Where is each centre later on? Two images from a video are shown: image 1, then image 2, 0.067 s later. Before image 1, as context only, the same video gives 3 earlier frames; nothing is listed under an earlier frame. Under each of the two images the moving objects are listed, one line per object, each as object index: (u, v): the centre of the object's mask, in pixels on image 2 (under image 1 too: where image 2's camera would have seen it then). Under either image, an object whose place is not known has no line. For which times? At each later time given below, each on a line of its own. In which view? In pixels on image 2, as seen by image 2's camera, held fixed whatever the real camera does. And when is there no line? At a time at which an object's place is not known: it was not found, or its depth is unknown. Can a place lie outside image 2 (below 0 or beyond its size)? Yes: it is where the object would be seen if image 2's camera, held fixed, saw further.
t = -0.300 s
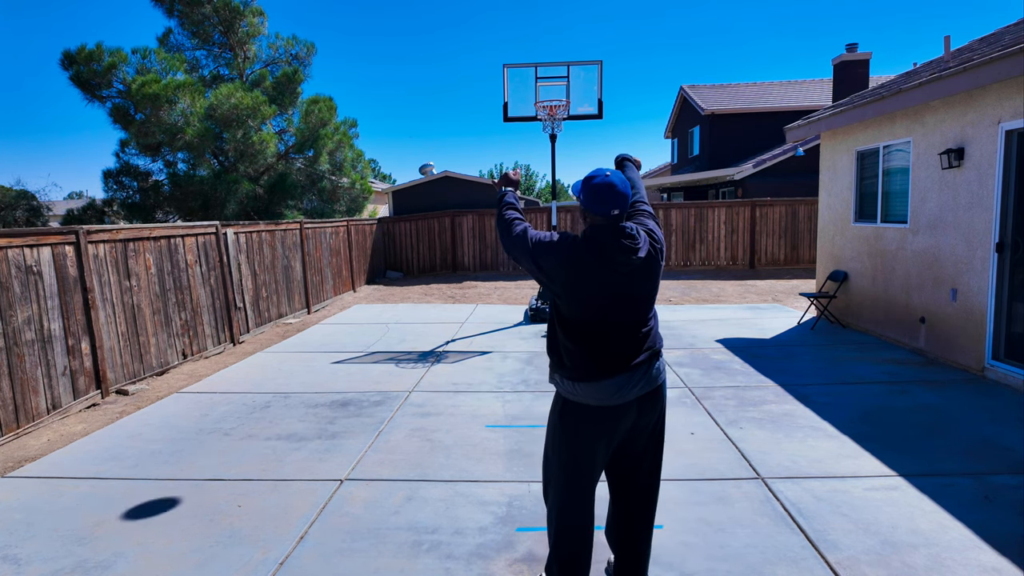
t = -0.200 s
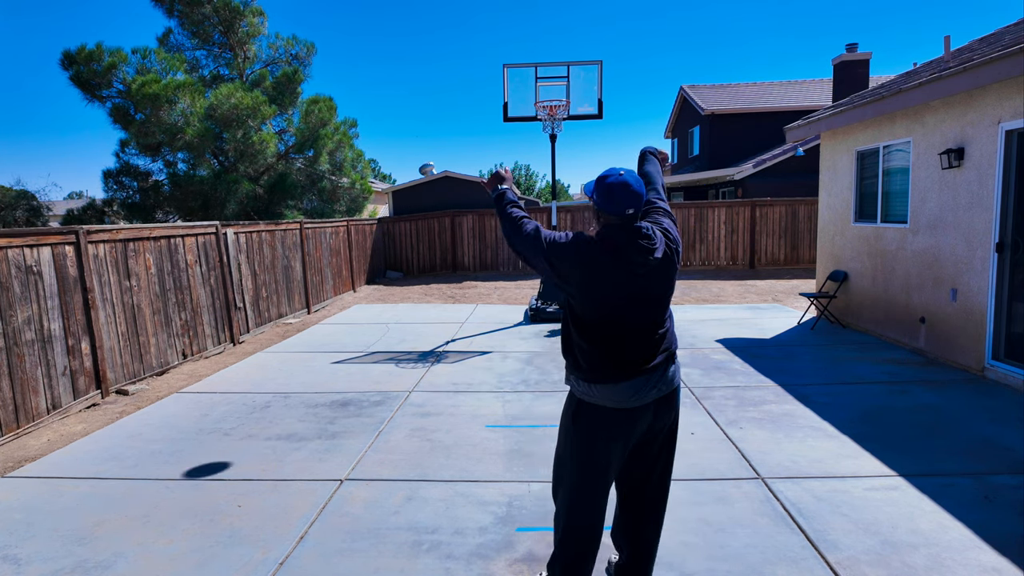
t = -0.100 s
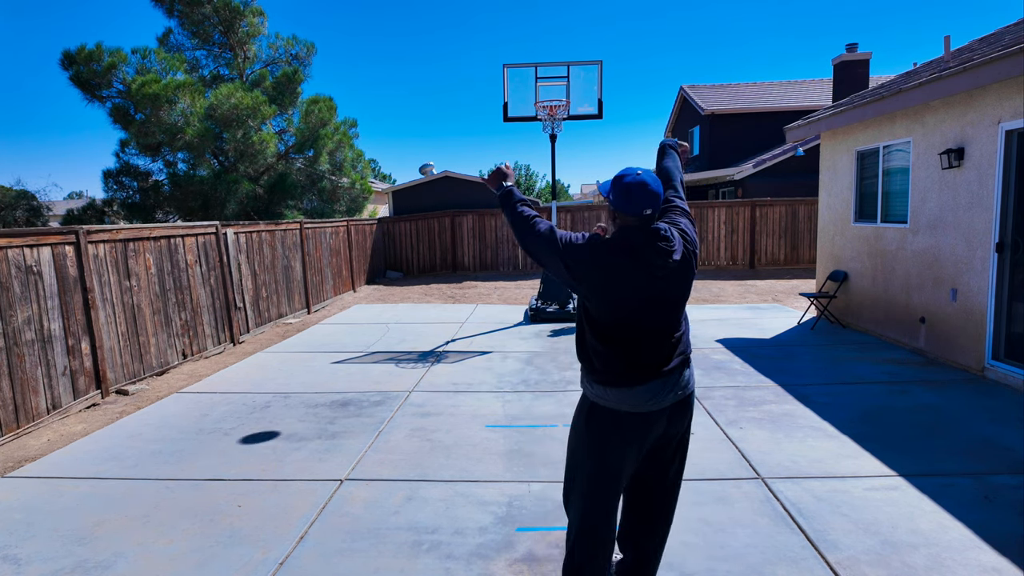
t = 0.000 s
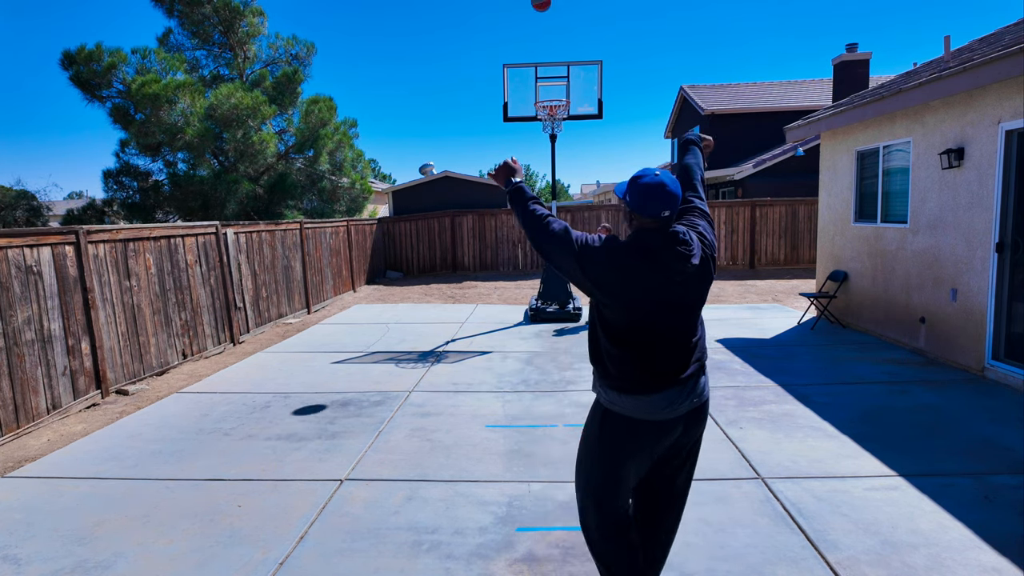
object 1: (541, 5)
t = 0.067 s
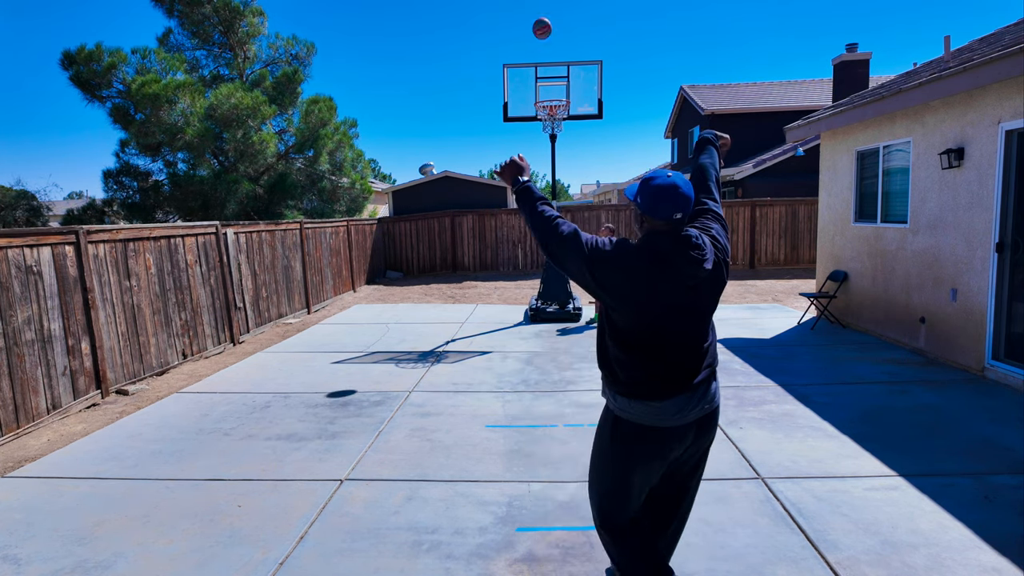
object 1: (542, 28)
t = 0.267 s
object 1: (543, 120)
